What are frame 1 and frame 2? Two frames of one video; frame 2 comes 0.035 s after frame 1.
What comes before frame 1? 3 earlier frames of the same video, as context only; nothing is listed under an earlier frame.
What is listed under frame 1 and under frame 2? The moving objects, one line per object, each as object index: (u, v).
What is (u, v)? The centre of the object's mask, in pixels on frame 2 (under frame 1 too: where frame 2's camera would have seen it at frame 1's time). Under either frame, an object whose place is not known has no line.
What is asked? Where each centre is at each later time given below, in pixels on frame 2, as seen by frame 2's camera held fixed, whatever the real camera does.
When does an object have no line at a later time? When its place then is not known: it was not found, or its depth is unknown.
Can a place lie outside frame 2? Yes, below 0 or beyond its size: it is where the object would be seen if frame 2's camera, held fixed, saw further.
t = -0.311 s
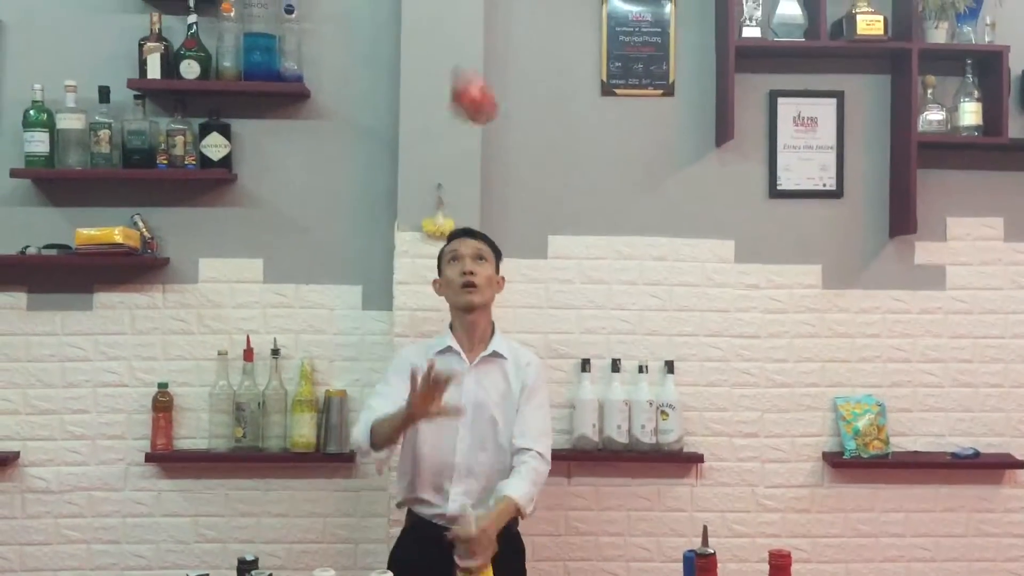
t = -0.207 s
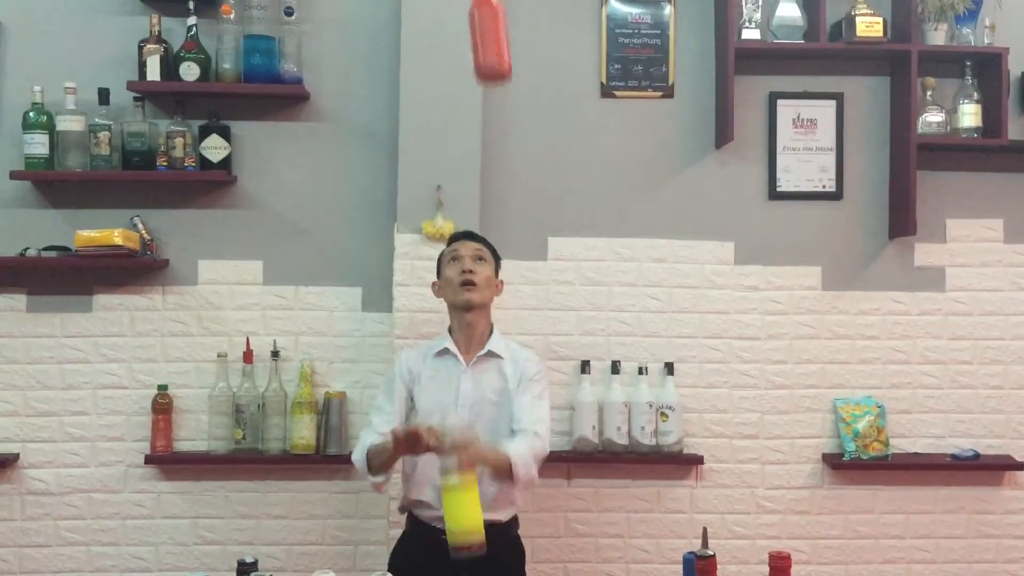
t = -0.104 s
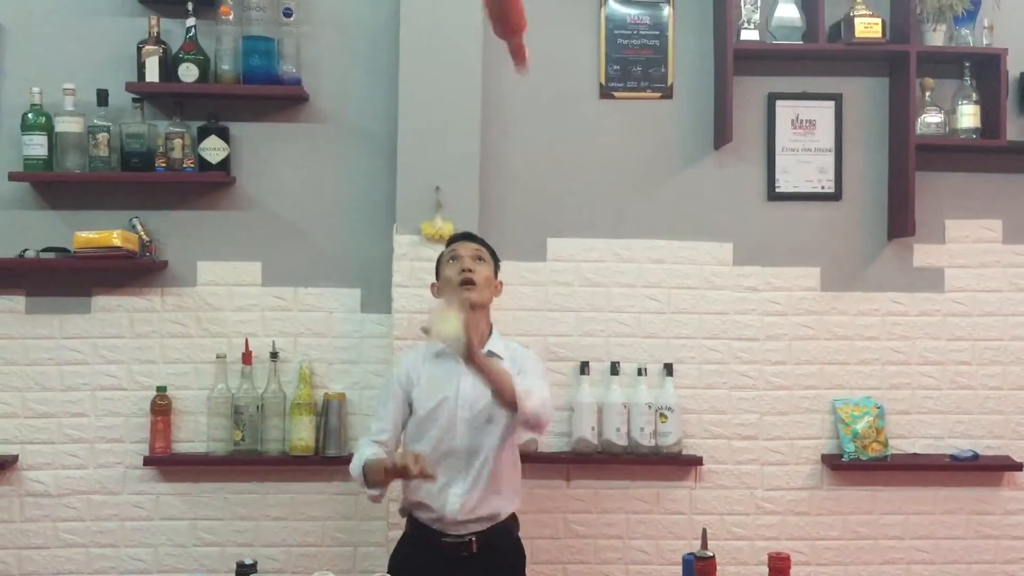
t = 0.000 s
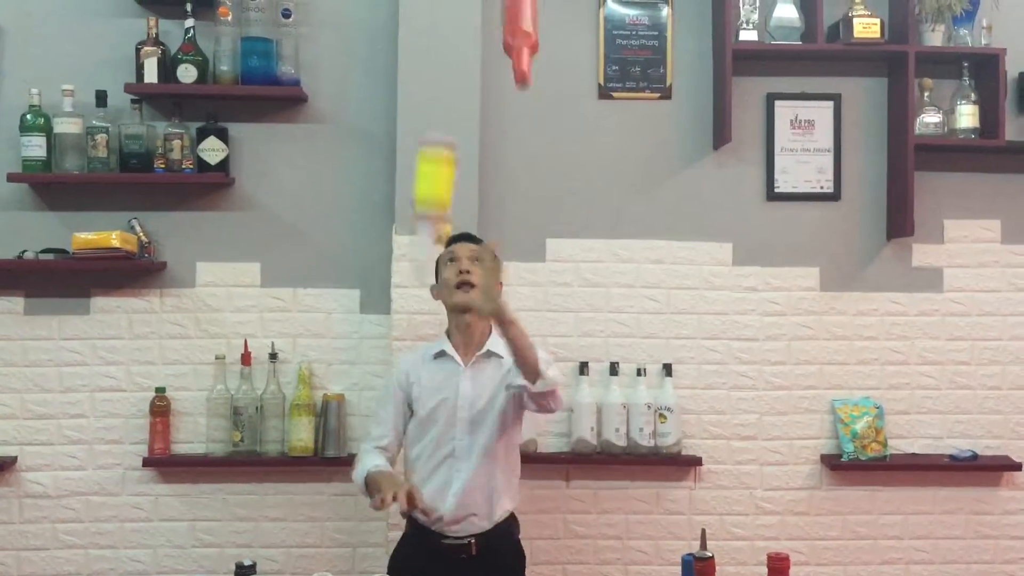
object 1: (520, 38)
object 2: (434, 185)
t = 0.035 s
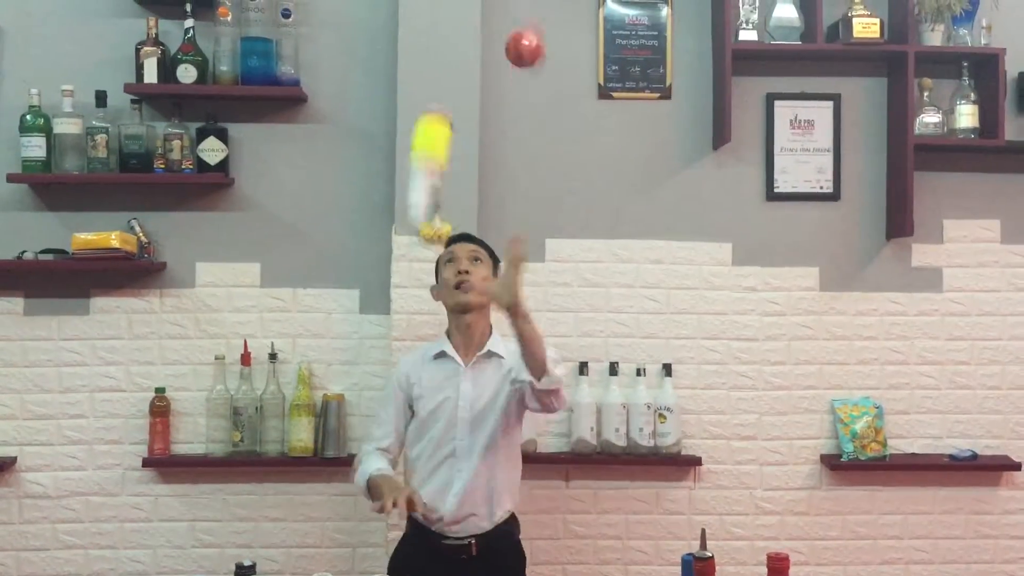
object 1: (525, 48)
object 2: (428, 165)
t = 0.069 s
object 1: (531, 72)
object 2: (424, 127)
